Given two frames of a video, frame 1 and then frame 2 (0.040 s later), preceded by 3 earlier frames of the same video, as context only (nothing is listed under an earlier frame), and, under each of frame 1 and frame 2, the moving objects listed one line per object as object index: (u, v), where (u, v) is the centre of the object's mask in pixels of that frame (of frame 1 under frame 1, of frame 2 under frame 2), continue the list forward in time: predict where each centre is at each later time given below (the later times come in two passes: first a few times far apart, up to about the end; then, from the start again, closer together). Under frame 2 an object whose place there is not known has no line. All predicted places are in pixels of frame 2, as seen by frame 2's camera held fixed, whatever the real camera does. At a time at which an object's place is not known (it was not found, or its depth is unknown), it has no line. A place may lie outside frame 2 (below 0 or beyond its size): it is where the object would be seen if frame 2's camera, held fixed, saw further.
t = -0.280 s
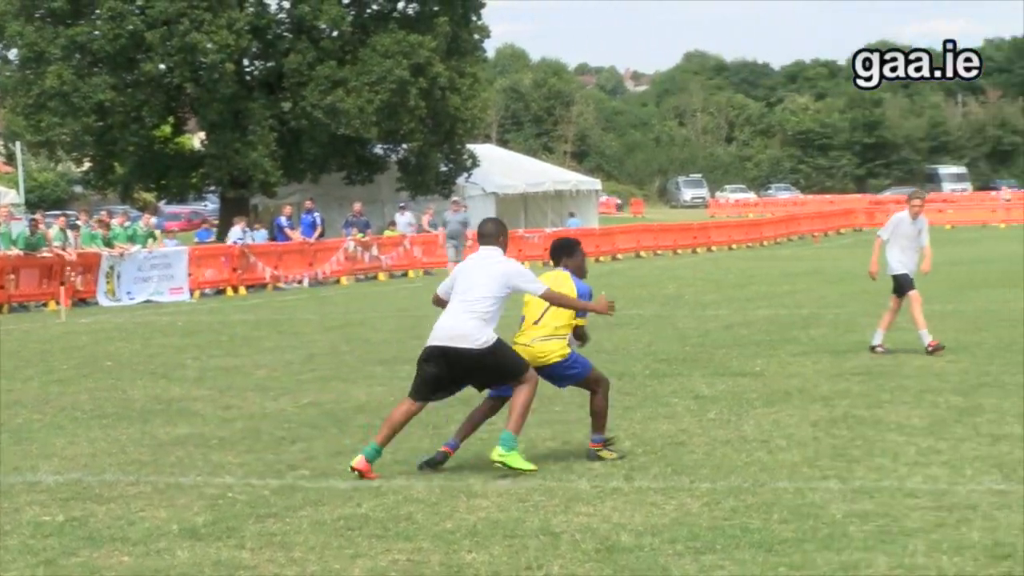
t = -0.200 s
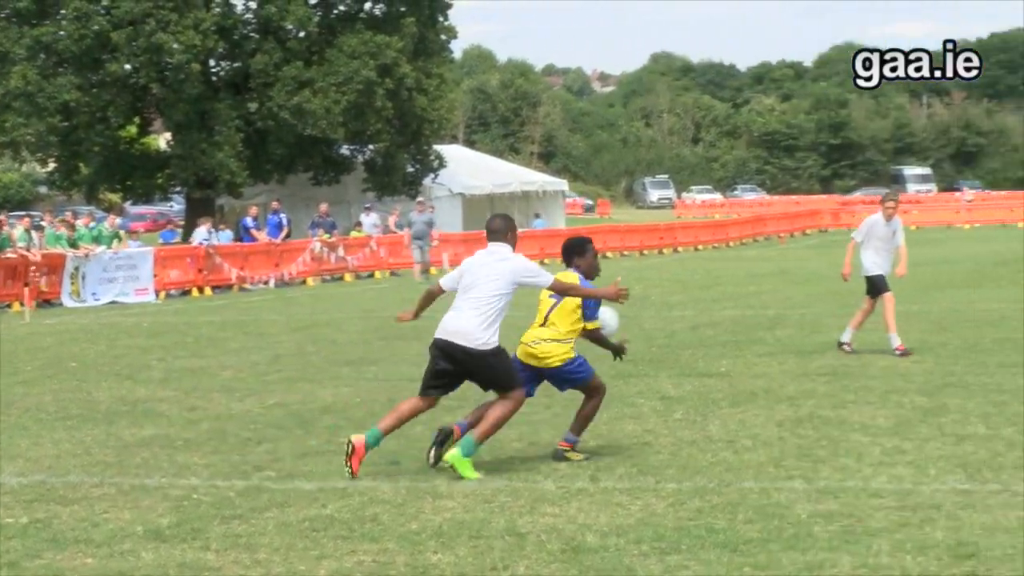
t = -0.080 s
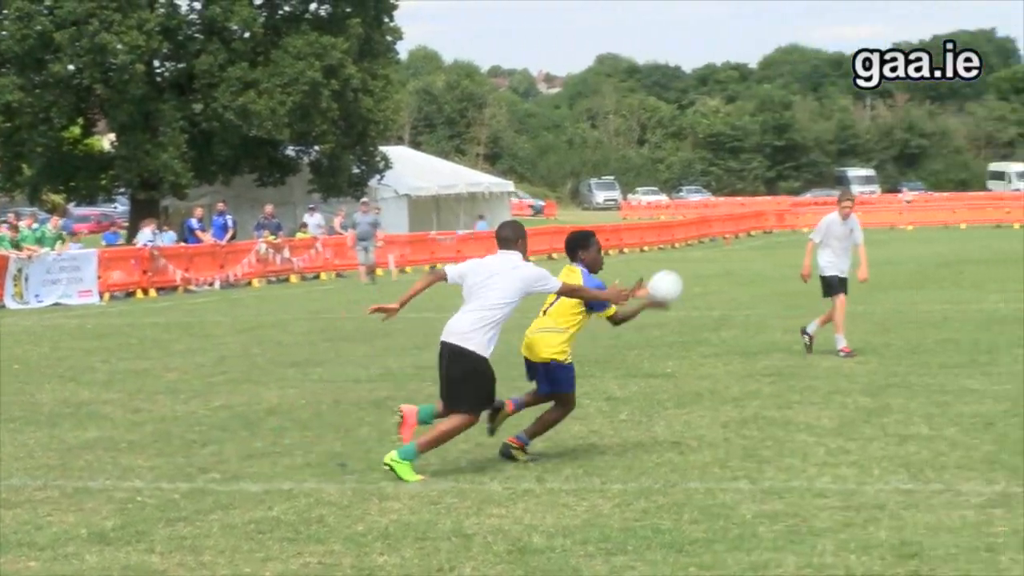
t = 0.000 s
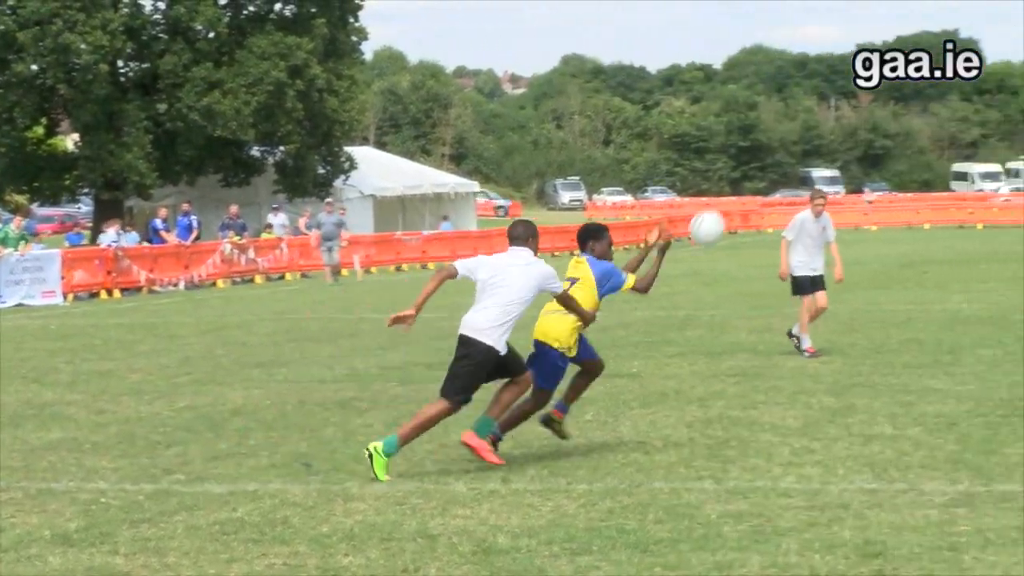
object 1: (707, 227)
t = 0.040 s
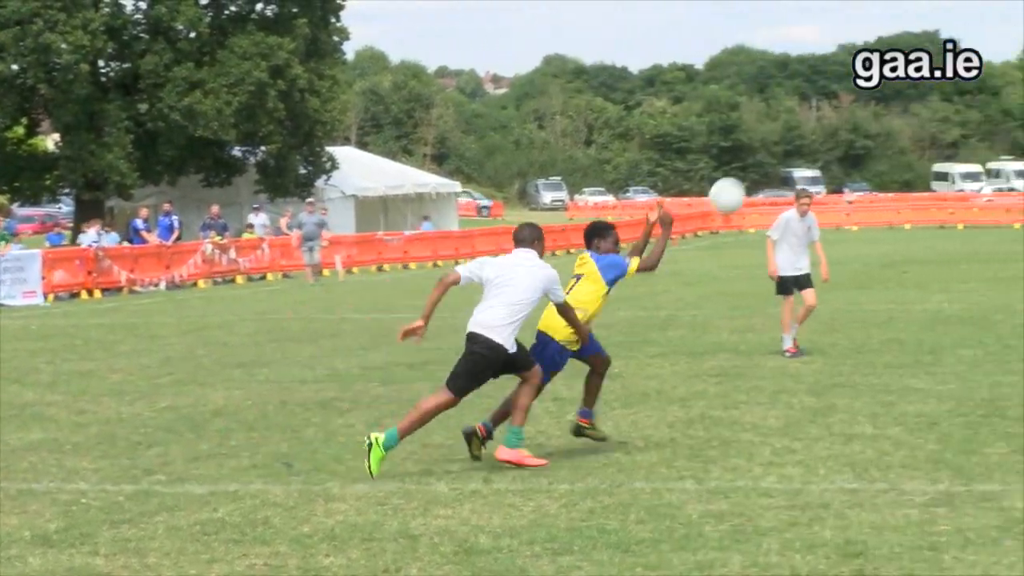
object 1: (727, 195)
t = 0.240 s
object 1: (931, 64)
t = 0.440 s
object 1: (1164, -22)
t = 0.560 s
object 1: (1325, -41)
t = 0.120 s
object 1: (805, 136)
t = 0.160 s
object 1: (846, 109)
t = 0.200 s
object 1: (889, 84)
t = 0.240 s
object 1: (931, 64)
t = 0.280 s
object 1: (973, 42)
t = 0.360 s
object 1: (1064, 3)
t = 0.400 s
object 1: (1112, -11)
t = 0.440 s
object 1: (1164, -22)
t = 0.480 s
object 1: (1215, -29)
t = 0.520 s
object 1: (1269, -36)
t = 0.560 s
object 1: (1325, -41)
